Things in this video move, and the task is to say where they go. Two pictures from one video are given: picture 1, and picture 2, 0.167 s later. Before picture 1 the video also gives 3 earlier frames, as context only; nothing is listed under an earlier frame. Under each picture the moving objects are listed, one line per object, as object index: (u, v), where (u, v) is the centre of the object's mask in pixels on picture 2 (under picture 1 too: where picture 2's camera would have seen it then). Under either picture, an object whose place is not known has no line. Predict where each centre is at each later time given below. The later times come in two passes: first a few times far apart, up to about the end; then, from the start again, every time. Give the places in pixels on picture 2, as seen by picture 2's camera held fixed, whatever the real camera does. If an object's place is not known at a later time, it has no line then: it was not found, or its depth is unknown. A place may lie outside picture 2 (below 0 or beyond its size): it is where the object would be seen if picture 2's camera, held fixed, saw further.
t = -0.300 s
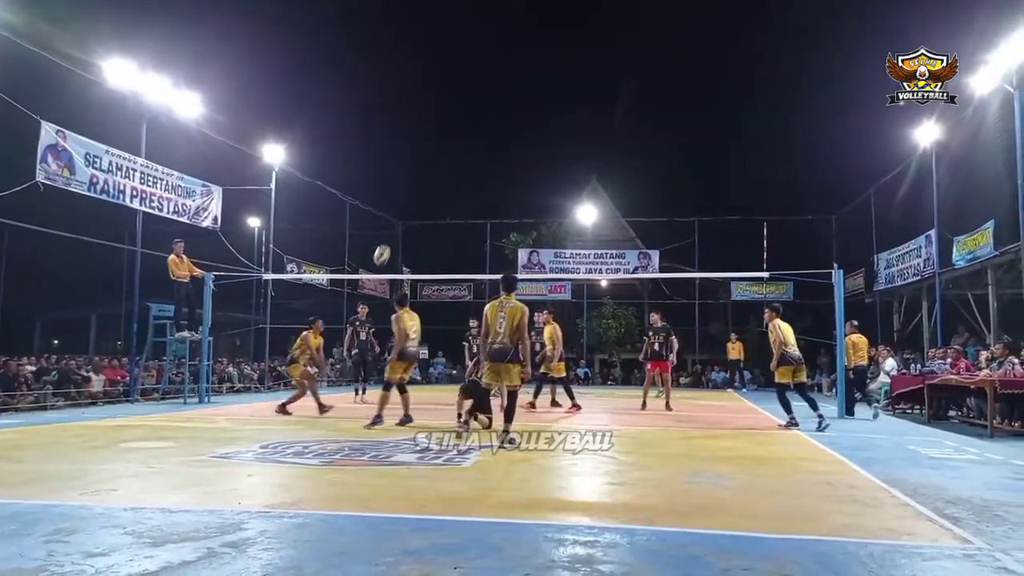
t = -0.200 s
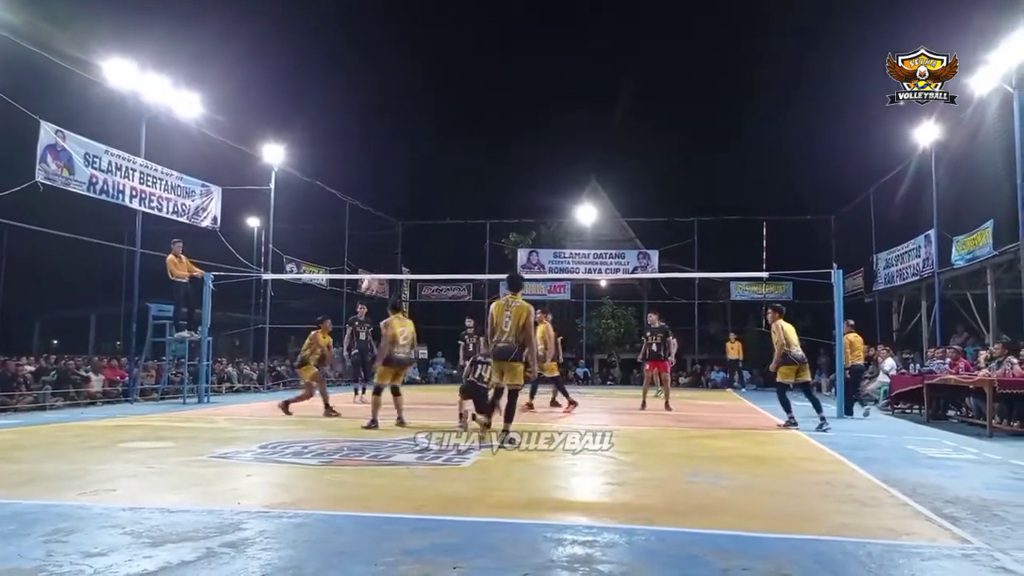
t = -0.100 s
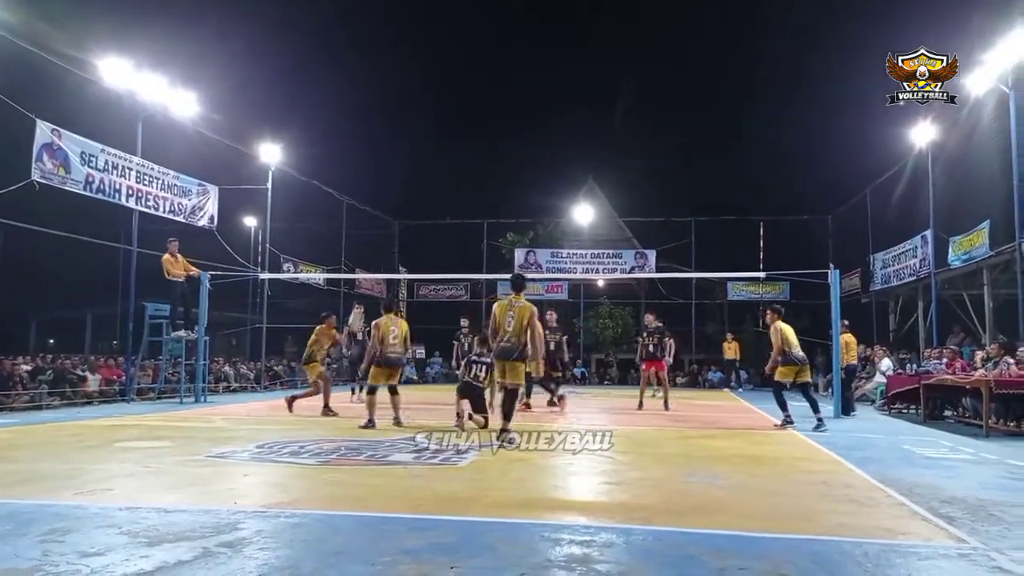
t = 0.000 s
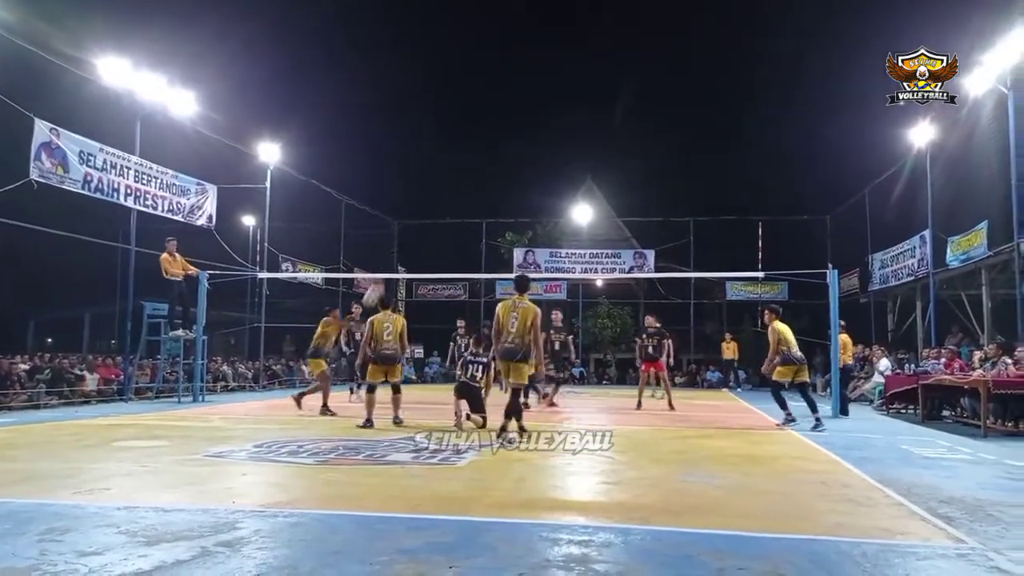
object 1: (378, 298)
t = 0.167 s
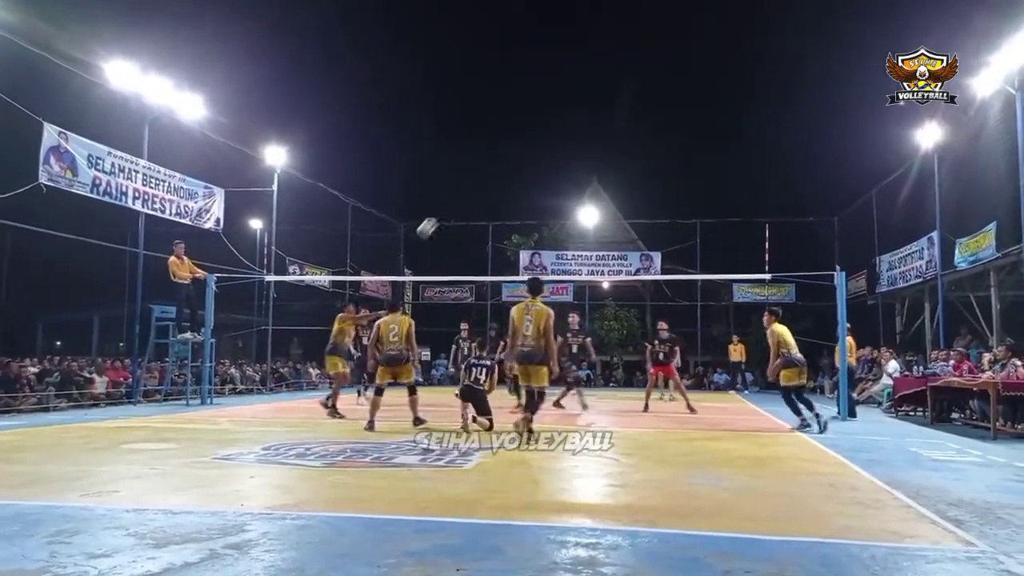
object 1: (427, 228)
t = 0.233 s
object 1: (445, 206)
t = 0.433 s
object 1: (498, 157)
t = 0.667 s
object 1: (555, 134)
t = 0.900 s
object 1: (610, 146)
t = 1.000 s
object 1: (632, 161)
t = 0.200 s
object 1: (436, 216)
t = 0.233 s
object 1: (445, 206)
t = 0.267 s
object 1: (454, 195)
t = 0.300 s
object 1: (463, 186)
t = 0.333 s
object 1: (471, 178)
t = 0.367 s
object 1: (481, 170)
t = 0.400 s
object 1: (490, 163)
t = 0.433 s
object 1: (498, 157)
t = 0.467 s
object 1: (506, 151)
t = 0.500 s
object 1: (514, 147)
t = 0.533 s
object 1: (523, 143)
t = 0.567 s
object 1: (531, 139)
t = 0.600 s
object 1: (539, 136)
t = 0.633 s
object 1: (547, 135)
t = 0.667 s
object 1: (555, 134)
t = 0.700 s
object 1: (563, 133)
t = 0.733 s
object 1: (571, 133)
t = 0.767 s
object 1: (578, 134)
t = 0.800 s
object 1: (587, 136)
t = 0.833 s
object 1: (595, 139)
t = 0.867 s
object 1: (602, 142)
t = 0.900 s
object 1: (610, 146)
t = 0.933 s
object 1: (617, 150)
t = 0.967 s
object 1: (624, 156)
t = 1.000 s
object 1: (632, 161)
